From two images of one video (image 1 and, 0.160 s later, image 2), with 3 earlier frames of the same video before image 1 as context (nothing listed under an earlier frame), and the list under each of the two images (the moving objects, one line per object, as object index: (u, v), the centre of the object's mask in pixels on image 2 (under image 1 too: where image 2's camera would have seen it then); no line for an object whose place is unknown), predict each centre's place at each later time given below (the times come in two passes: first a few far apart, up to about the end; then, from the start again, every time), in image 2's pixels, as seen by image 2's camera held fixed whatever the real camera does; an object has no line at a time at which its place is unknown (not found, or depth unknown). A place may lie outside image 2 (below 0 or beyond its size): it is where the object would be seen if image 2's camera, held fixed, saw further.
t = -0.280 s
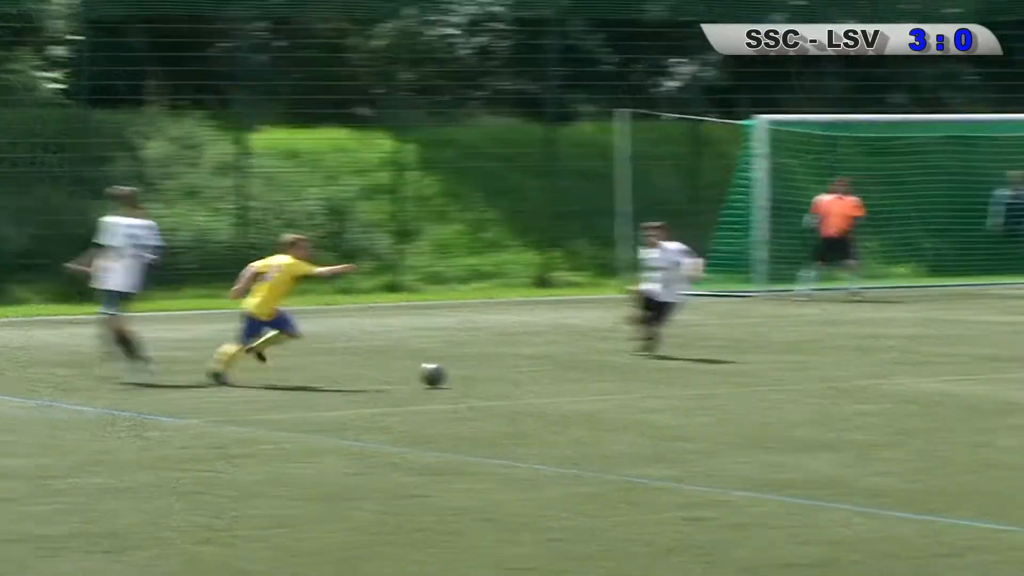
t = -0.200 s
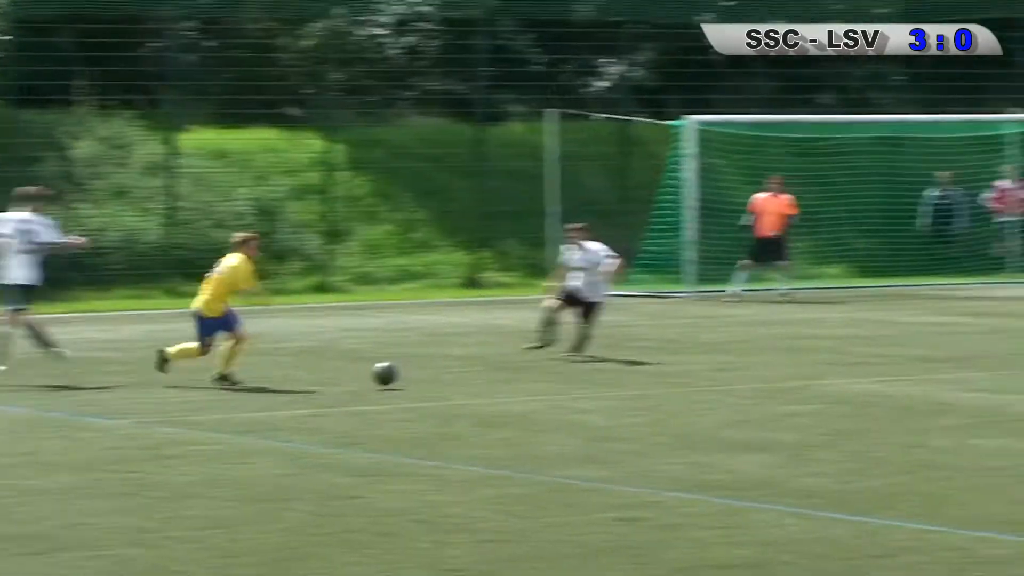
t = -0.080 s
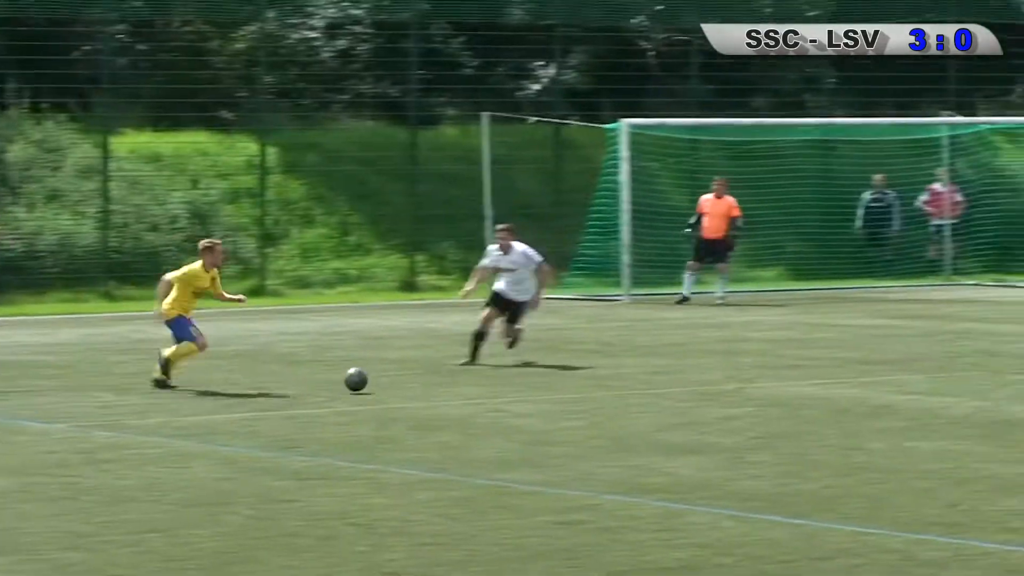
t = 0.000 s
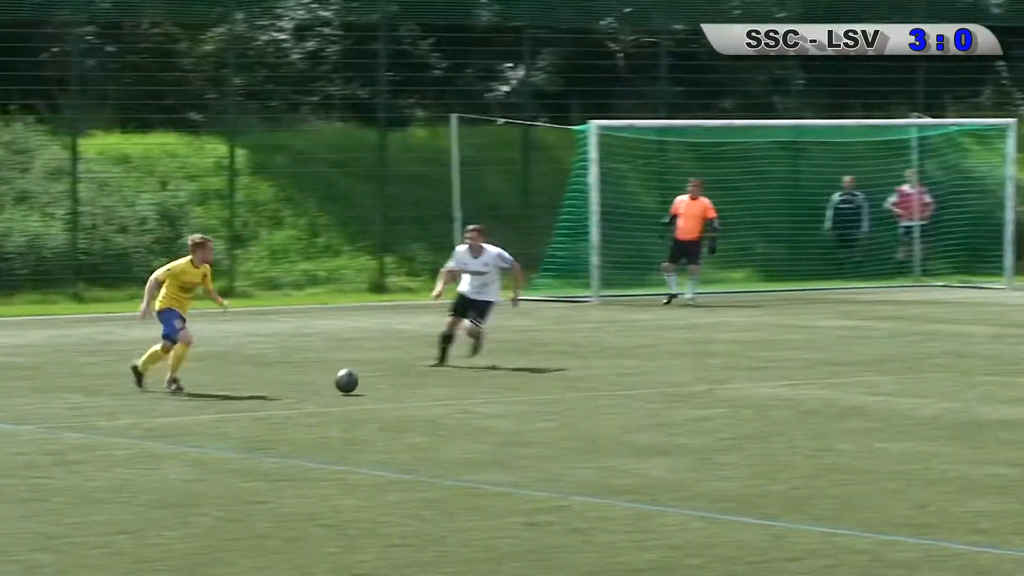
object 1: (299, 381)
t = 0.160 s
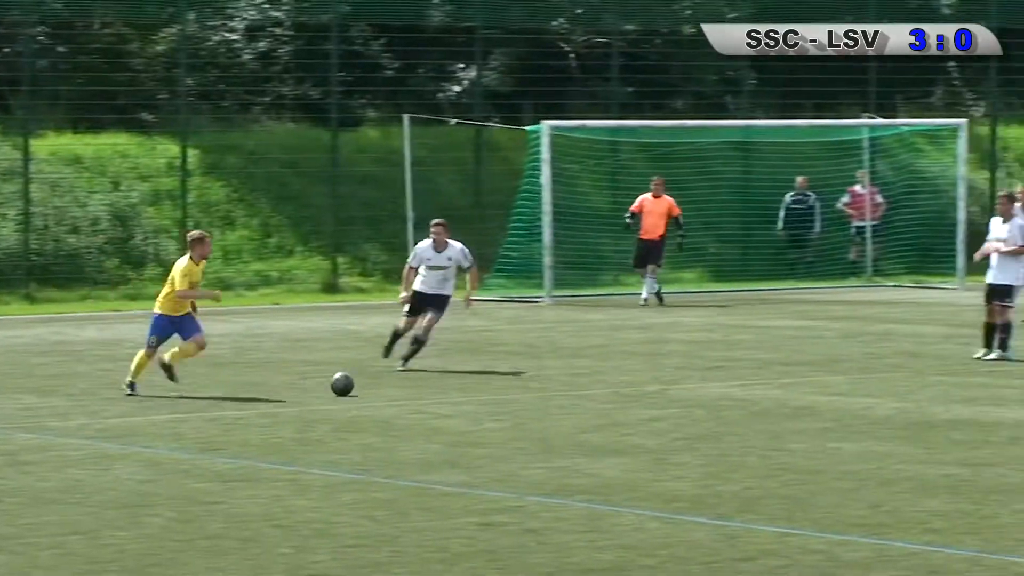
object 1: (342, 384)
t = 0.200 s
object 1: (352, 384)
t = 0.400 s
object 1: (401, 385)
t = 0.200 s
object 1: (352, 384)
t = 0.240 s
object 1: (362, 384)
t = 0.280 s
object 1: (372, 384)
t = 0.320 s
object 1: (382, 385)
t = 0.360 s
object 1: (392, 384)
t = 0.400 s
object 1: (401, 385)
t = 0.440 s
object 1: (411, 385)
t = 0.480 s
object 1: (421, 384)
